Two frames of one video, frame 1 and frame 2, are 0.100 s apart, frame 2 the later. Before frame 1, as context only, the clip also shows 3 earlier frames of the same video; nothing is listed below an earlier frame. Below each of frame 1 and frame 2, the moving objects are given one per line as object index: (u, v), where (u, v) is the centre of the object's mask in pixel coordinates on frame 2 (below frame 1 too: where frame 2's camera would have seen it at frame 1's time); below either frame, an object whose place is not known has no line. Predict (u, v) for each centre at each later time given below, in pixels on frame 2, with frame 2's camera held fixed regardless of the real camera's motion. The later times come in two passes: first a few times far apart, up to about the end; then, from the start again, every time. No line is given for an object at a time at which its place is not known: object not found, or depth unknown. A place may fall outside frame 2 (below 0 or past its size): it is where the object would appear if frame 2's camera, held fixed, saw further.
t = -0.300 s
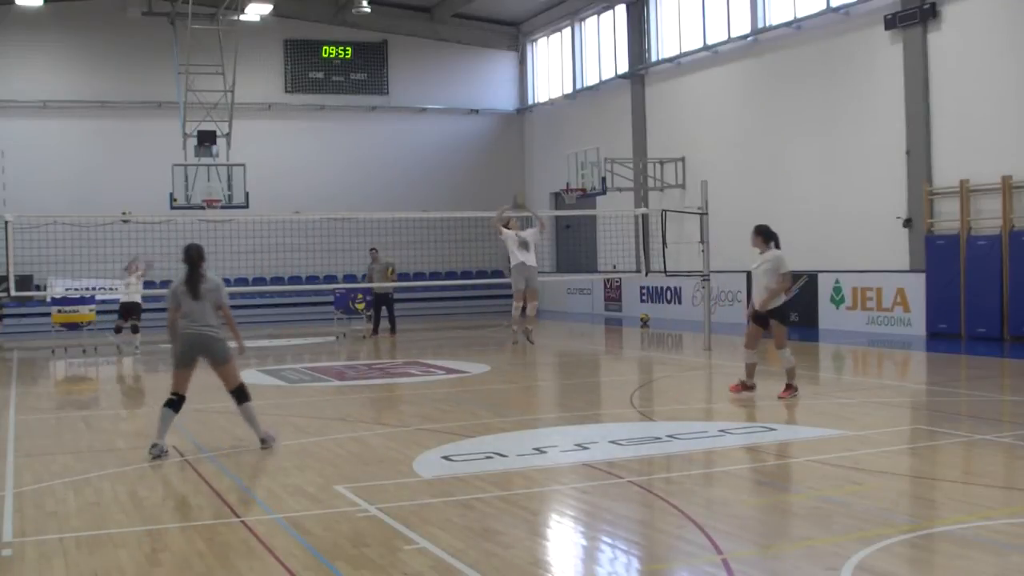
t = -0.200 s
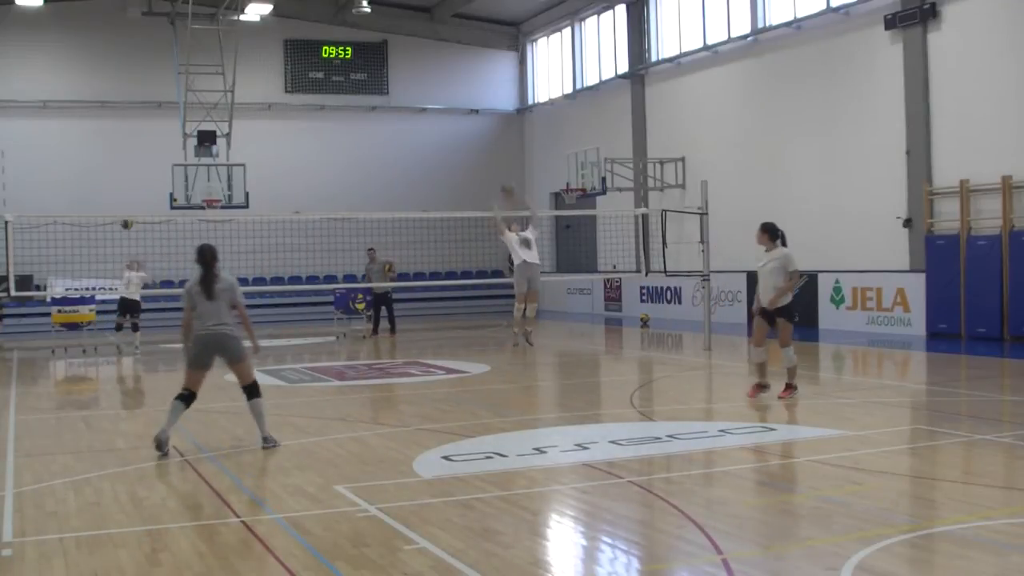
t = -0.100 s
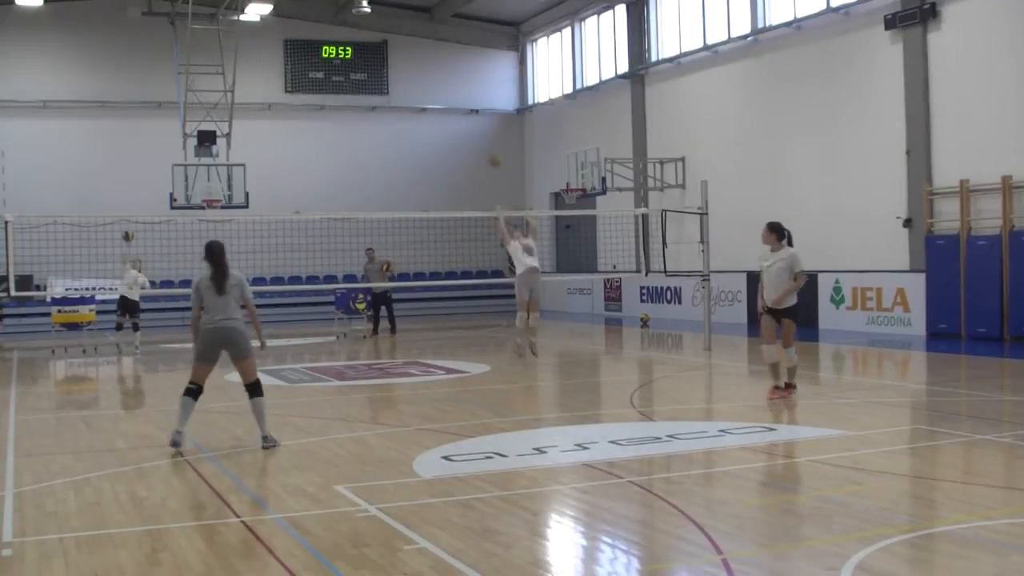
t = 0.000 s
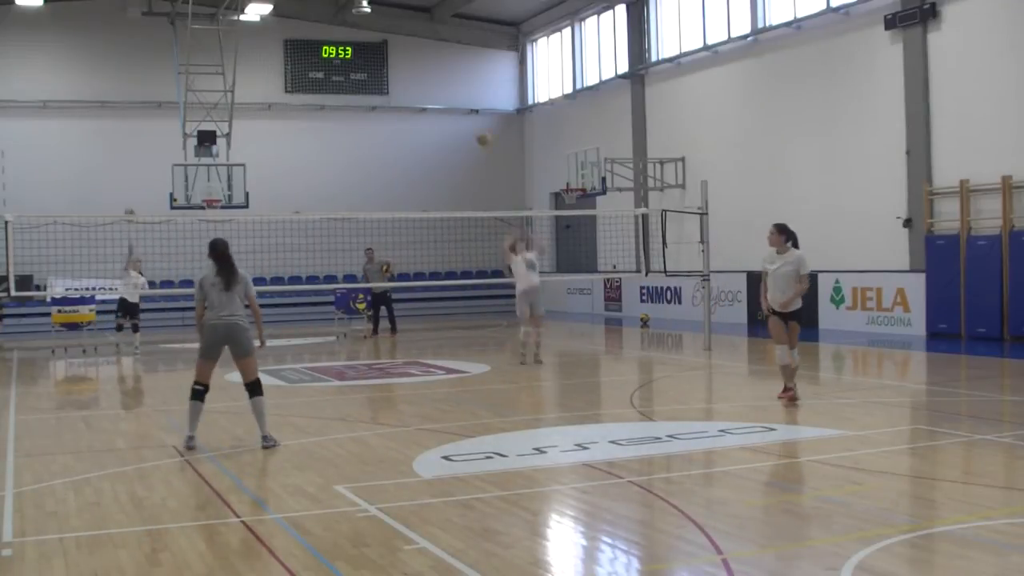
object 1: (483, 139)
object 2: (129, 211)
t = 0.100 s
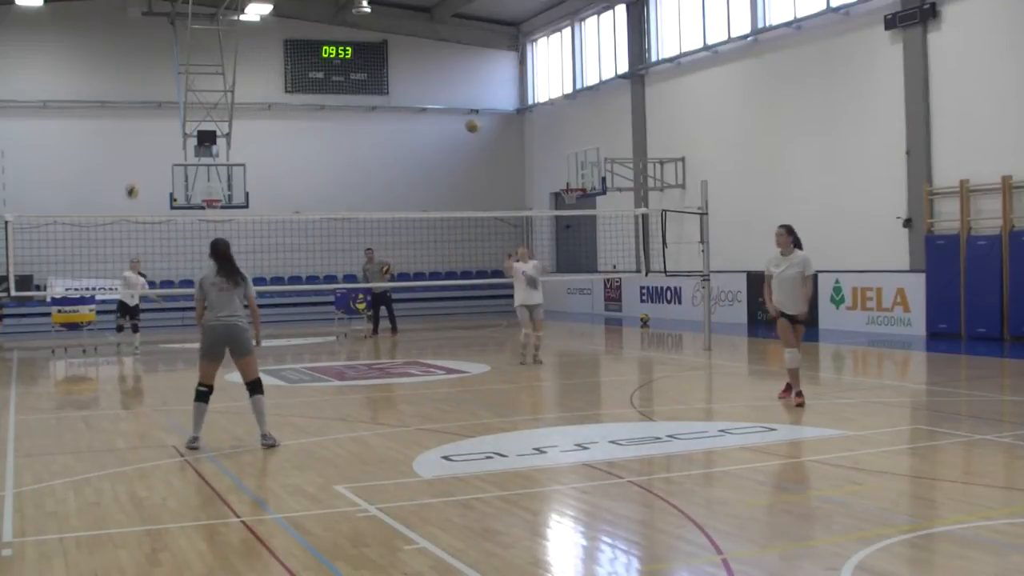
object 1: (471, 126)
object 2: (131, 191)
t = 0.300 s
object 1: (452, 118)
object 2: (134, 155)
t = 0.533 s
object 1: (434, 138)
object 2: (138, 144)
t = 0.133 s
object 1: (468, 123)
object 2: (132, 184)
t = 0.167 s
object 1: (464, 121)
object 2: (132, 175)
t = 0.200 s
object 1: (462, 120)
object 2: (132, 171)
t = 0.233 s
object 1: (458, 119)
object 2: (133, 165)
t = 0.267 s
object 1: (455, 118)
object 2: (133, 159)
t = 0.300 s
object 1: (452, 118)
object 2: (134, 155)
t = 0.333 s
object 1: (449, 120)
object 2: (134, 151)
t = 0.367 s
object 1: (445, 122)
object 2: (135, 148)
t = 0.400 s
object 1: (444, 124)
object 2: (135, 146)
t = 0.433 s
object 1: (441, 127)
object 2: (136, 144)
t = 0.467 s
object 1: (439, 131)
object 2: (135, 143)
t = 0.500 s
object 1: (436, 134)
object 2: (137, 143)
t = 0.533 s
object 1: (434, 138)
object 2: (138, 144)
